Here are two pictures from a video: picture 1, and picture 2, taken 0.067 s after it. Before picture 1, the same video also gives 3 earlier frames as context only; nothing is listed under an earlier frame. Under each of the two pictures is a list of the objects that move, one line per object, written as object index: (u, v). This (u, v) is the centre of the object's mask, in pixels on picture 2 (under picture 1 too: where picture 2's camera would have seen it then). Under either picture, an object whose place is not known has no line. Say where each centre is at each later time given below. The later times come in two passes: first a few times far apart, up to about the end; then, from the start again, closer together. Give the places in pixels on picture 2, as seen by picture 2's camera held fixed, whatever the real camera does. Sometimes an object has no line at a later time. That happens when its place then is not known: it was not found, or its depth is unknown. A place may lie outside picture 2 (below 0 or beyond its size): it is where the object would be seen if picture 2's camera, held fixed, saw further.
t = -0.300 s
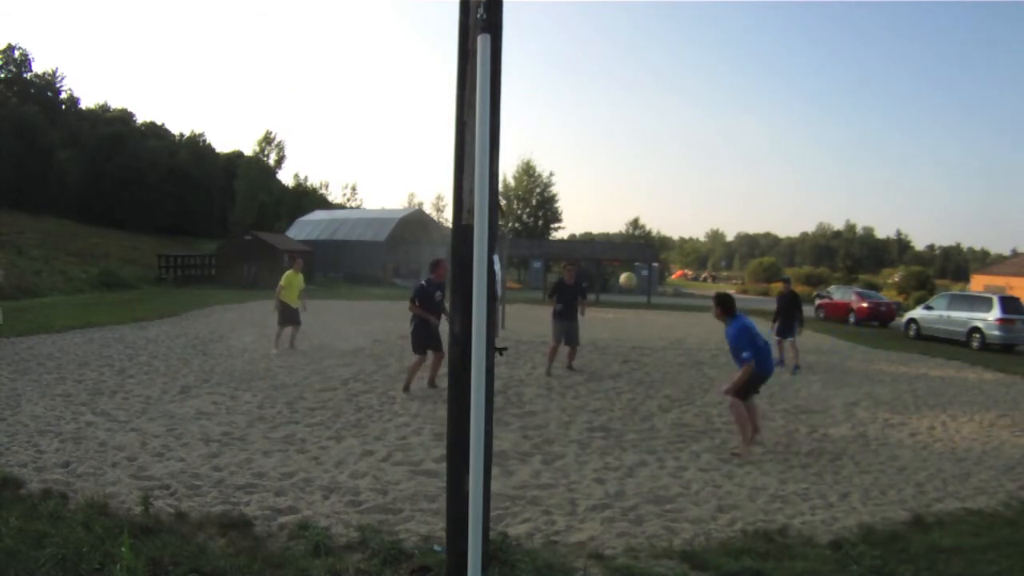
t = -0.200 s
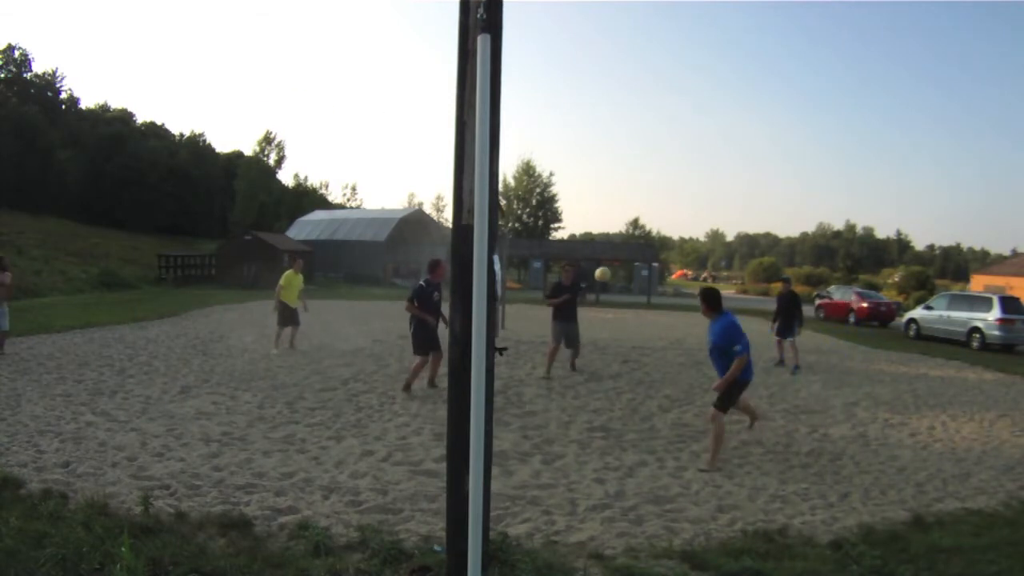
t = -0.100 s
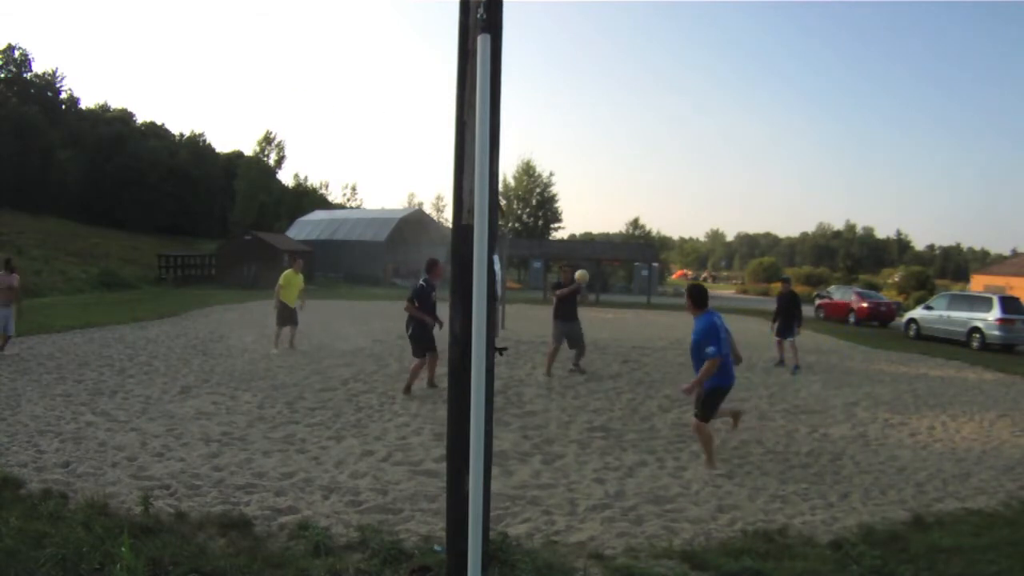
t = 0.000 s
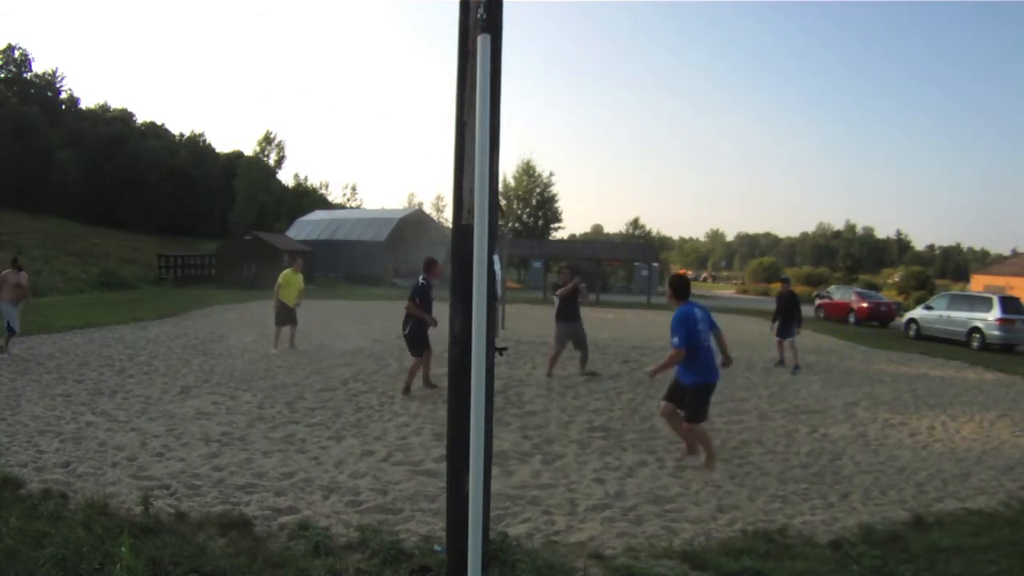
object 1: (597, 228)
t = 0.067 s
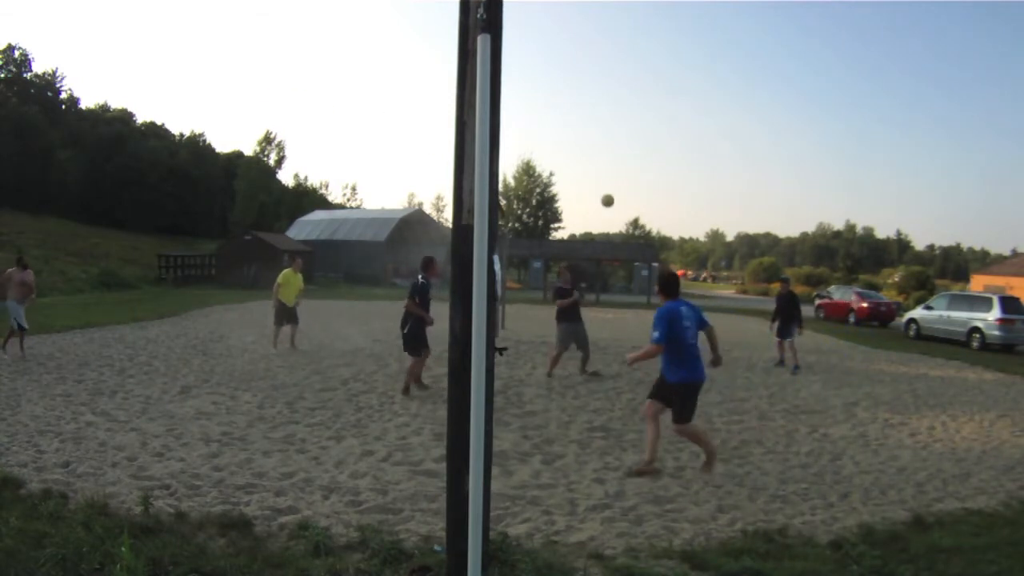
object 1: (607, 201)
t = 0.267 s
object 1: (636, 134)
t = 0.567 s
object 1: (674, 87)
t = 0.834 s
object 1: (704, 90)
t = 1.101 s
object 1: (732, 130)
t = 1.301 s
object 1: (752, 183)
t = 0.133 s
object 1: (617, 175)
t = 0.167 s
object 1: (622, 163)
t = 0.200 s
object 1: (627, 152)
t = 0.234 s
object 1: (632, 143)
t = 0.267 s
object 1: (636, 134)
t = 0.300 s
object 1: (641, 126)
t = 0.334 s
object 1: (645, 118)
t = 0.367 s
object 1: (649, 112)
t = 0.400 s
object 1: (653, 106)
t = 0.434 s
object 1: (658, 101)
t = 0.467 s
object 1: (662, 96)
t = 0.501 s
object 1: (666, 93)
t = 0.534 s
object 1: (670, 90)
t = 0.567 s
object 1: (674, 87)
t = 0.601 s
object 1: (677, 85)
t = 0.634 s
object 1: (681, 84)
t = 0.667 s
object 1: (685, 84)
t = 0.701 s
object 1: (689, 84)
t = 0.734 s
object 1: (693, 85)
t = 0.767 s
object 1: (696, 86)
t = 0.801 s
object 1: (700, 88)
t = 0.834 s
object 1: (704, 90)
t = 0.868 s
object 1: (708, 93)
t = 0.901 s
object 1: (711, 97)
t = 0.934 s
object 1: (715, 101)
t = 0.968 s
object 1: (718, 106)
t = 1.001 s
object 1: (722, 111)
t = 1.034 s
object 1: (725, 117)
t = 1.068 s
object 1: (729, 123)
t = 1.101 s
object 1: (732, 130)
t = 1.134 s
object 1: (736, 137)
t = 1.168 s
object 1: (739, 145)
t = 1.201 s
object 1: (742, 154)
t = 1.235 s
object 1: (745, 163)
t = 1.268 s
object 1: (749, 173)
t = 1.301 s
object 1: (752, 183)
